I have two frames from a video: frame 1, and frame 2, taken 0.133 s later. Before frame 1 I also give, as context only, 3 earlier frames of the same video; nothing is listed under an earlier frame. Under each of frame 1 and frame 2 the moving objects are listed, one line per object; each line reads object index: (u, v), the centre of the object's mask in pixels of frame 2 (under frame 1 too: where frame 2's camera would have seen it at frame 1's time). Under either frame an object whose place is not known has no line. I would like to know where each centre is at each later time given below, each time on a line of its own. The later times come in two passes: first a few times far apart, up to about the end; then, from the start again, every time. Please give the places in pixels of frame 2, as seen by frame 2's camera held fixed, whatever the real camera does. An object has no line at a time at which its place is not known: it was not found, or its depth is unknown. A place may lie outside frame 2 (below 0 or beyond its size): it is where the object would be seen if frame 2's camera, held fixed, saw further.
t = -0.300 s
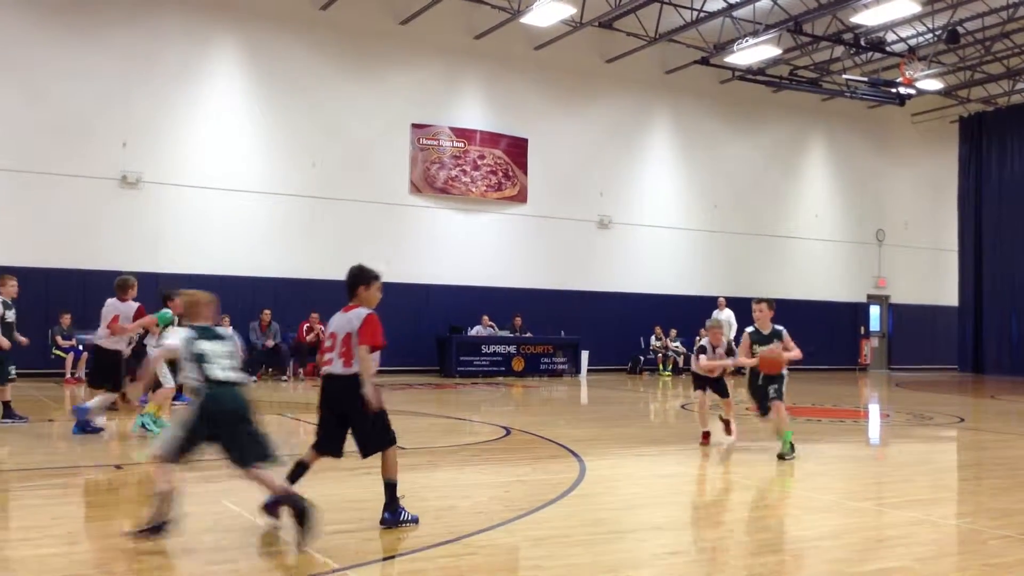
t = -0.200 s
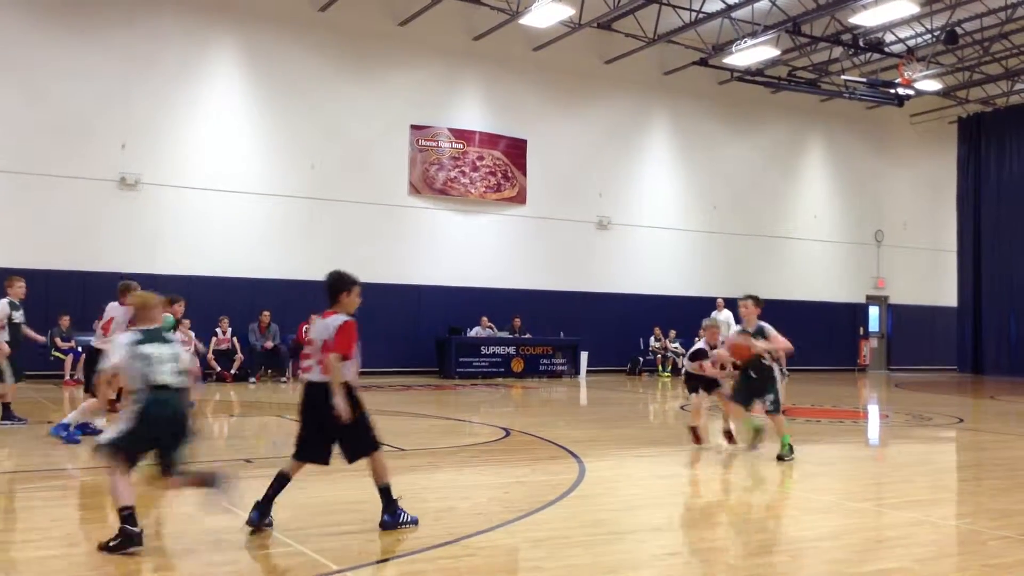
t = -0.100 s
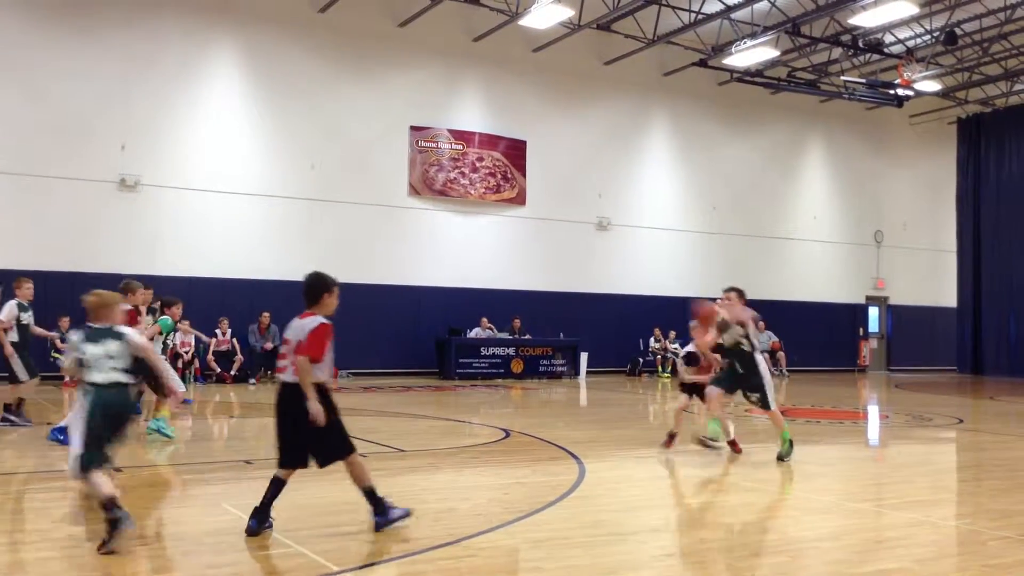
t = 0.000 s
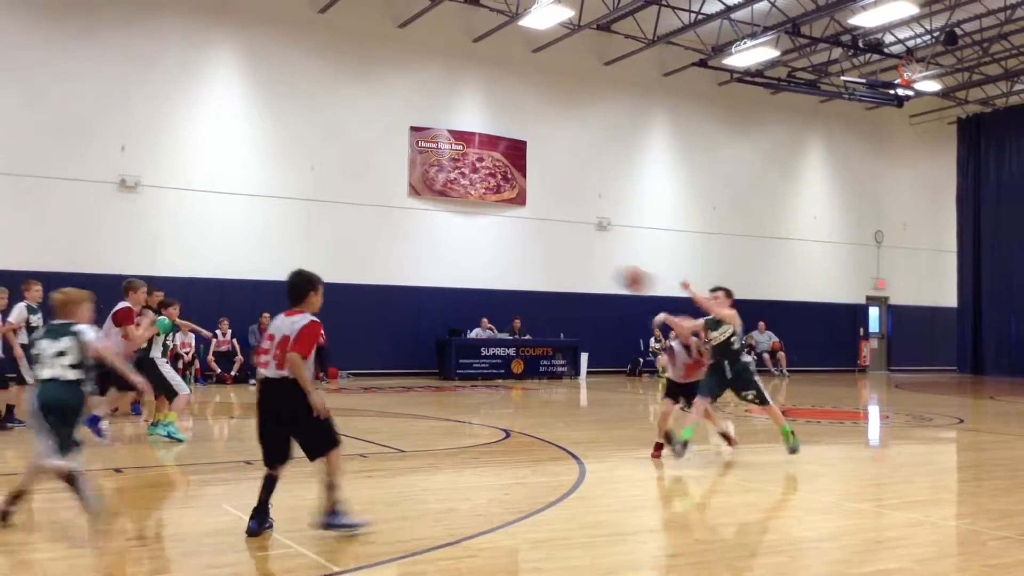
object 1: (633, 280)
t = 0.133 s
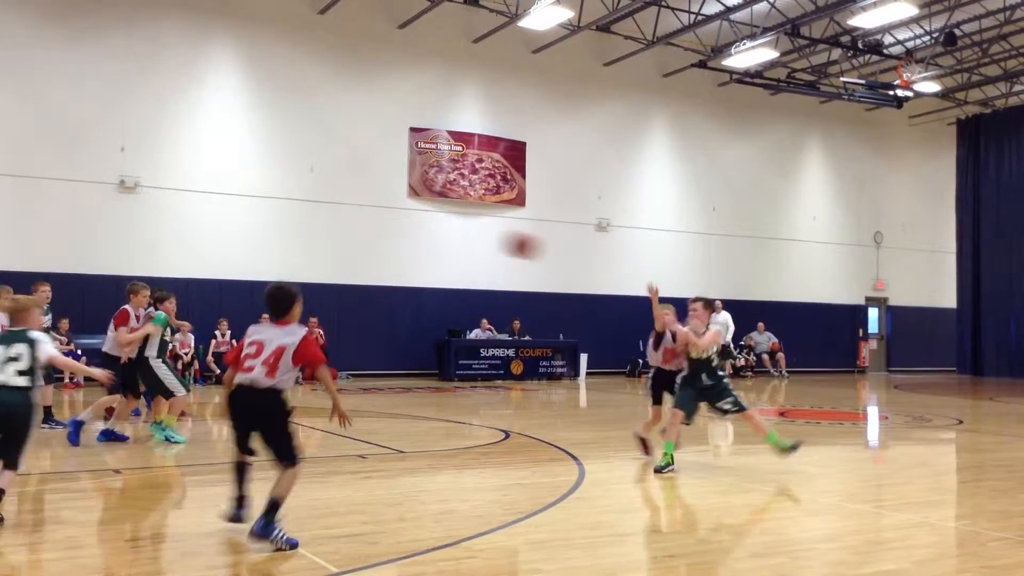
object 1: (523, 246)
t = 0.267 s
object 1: (402, 230)
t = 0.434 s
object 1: (246, 239)
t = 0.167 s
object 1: (494, 240)
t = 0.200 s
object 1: (463, 235)
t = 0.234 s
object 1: (433, 232)
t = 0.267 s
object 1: (402, 230)
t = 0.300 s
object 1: (372, 229)
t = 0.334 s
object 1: (342, 229)
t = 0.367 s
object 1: (308, 231)
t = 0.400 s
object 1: (277, 234)
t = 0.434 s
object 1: (246, 239)
